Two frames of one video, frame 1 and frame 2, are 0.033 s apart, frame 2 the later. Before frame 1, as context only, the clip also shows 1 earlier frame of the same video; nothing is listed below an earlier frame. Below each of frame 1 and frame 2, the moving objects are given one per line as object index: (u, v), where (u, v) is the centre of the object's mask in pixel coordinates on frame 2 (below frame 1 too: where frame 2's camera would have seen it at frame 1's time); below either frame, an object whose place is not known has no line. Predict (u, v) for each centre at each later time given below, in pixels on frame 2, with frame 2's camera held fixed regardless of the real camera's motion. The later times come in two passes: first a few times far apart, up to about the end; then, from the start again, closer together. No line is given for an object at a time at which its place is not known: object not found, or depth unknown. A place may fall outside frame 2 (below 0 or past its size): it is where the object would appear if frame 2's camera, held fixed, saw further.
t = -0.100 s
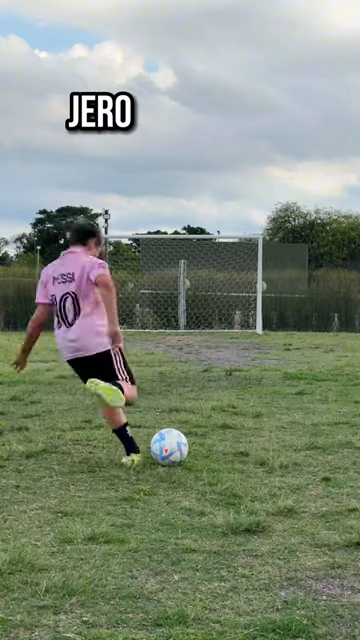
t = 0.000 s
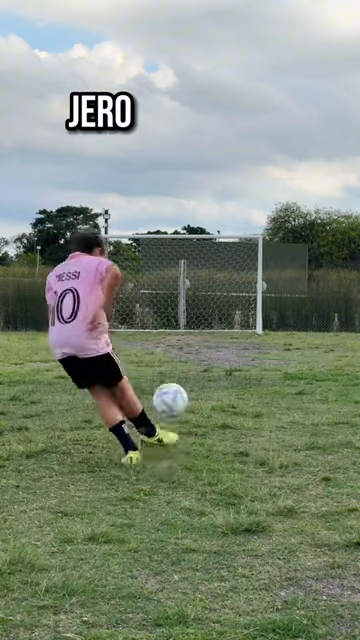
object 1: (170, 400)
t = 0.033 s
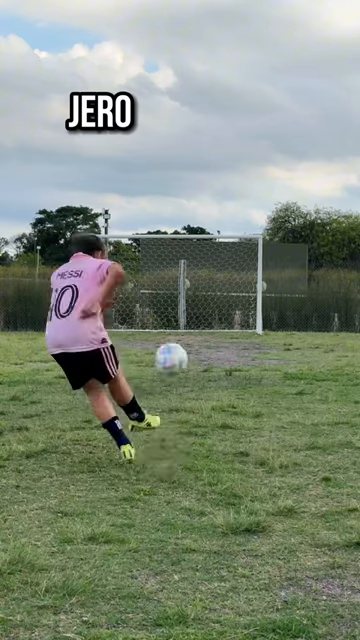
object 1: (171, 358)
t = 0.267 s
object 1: (169, 204)
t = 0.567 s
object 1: (162, 159)
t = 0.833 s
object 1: (157, 176)
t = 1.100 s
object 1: (154, 223)
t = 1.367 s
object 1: (155, 284)
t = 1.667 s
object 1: (154, 324)
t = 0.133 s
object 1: (171, 270)
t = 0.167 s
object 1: (171, 249)
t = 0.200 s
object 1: (170, 232)
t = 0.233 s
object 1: (170, 217)
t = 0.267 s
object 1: (169, 204)
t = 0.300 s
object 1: (169, 194)
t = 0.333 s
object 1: (168, 185)
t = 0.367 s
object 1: (167, 178)
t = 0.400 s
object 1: (166, 172)
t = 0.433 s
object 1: (165, 167)
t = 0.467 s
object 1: (164, 163)
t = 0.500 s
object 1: (163, 160)
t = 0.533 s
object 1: (163, 159)
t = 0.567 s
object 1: (162, 159)
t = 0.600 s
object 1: (161, 158)
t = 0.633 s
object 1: (161, 159)
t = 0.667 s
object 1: (160, 160)
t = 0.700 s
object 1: (159, 162)
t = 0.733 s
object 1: (158, 165)
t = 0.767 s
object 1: (158, 169)
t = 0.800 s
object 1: (158, 172)
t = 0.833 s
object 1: (157, 176)
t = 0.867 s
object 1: (156, 181)
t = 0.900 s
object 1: (156, 185)
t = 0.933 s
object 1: (156, 192)
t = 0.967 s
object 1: (155, 197)
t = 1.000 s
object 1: (155, 203)
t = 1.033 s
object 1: (155, 209)
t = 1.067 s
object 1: (154, 215)
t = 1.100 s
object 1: (154, 223)
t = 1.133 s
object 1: (155, 229)
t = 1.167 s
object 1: (155, 236)
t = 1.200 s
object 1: (155, 244)
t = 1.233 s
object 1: (155, 252)
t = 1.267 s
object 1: (155, 259)
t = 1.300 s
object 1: (155, 267)
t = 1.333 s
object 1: (155, 276)
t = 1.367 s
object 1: (155, 284)
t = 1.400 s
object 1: (155, 292)
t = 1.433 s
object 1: (156, 297)
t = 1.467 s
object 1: (156, 305)
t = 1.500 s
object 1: (156, 315)
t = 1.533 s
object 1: (155, 325)
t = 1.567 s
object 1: (155, 327)
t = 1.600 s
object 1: (155, 324)
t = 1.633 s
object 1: (155, 323)
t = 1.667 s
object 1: (154, 324)
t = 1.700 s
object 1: (154, 326)
